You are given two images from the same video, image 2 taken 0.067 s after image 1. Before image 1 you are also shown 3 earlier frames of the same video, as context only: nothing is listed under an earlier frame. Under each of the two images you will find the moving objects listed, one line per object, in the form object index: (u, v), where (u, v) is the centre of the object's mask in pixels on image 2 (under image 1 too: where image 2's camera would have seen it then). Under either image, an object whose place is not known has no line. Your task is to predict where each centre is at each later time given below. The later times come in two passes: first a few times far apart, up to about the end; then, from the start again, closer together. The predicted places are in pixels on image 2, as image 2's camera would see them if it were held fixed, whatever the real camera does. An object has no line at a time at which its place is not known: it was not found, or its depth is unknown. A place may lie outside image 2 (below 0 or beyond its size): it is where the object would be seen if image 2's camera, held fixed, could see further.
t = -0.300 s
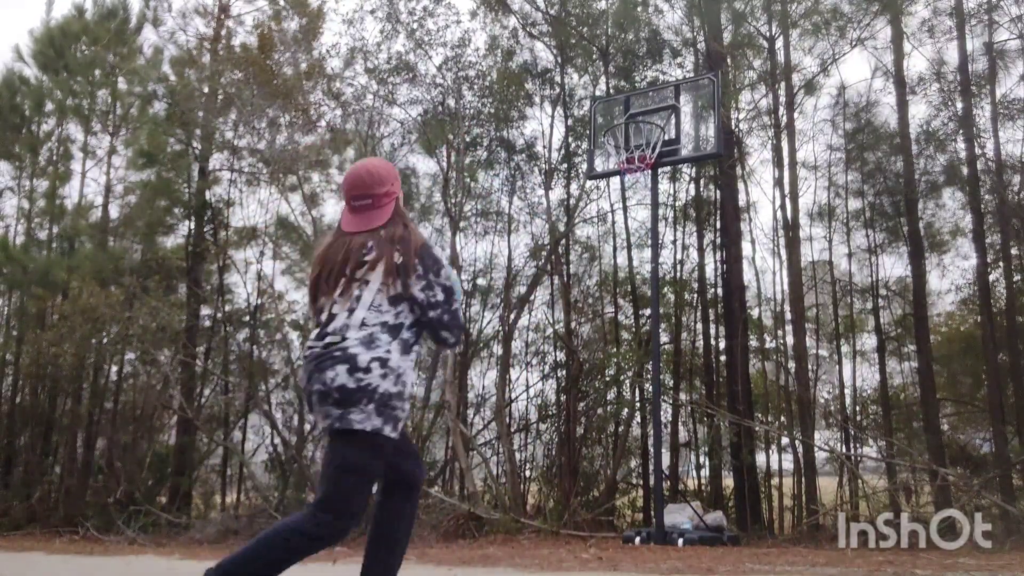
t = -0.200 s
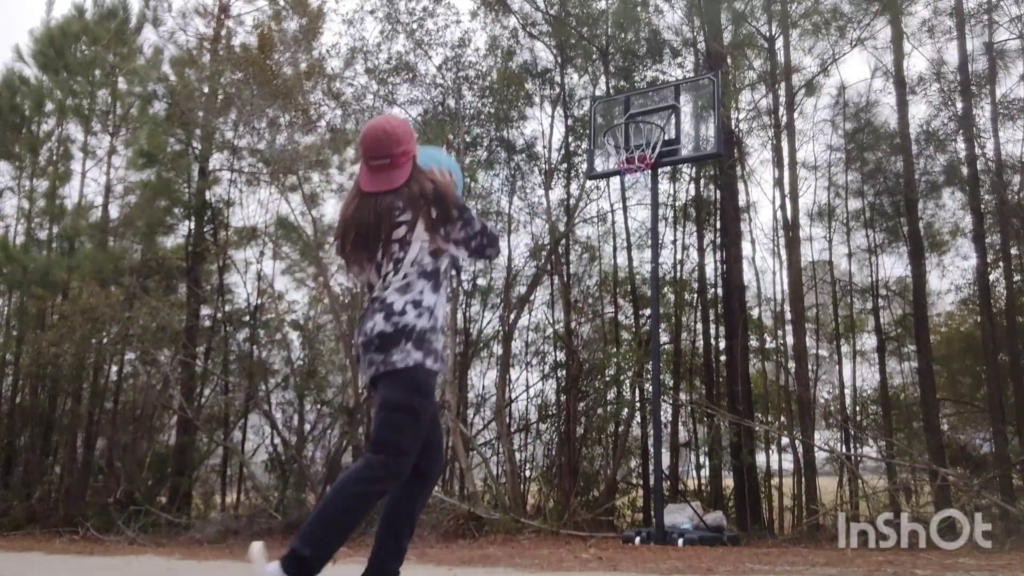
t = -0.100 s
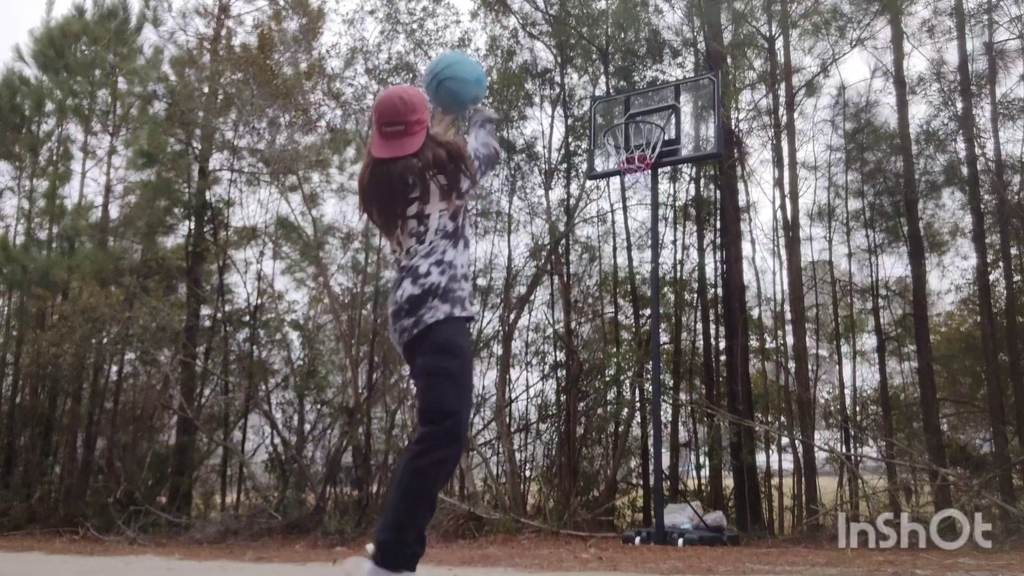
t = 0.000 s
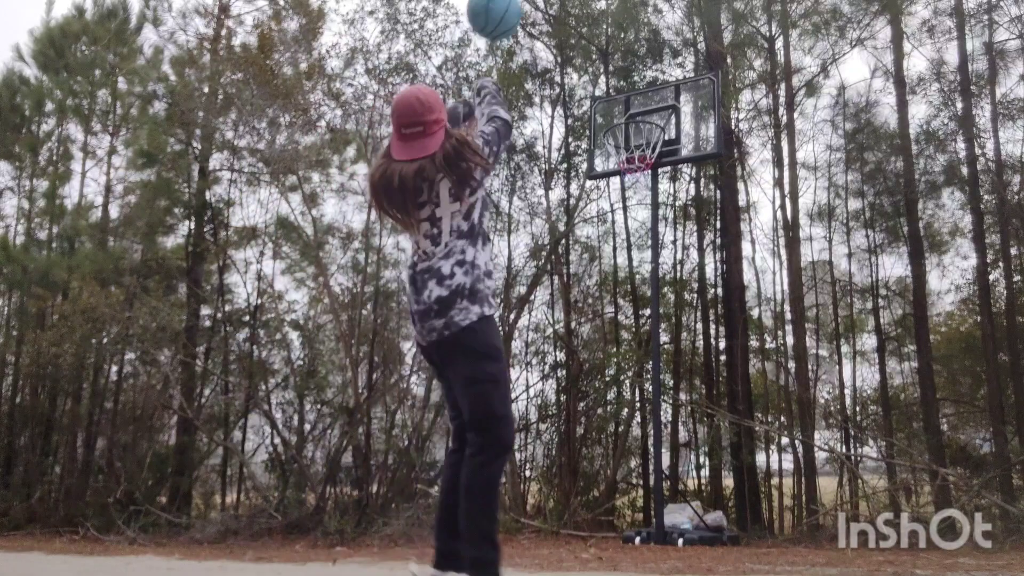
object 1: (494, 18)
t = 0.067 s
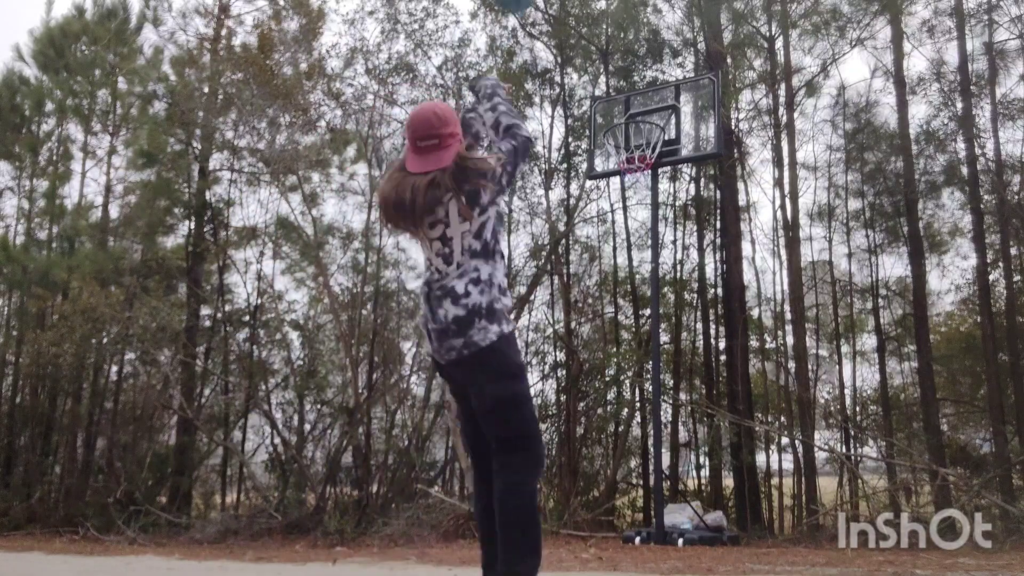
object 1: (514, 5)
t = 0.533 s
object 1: (614, 23)
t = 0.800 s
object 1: (637, 136)
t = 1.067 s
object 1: (663, 155)
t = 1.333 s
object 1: (662, 212)
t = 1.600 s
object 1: (682, 320)
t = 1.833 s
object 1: (711, 520)
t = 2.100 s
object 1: (705, 397)
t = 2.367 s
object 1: (704, 349)
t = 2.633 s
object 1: (712, 404)
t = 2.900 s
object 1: (727, 509)
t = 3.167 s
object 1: (732, 434)
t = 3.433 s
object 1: (749, 475)
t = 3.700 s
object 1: (769, 491)
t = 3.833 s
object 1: (780, 476)
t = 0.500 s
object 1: (609, 14)
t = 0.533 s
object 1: (614, 23)
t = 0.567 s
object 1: (620, 35)
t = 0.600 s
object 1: (624, 50)
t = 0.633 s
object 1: (630, 65)
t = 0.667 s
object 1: (635, 79)
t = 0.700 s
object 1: (640, 96)
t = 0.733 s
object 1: (644, 111)
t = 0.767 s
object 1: (647, 132)
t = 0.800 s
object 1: (637, 136)
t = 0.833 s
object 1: (626, 139)
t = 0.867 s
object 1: (627, 138)
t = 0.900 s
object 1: (633, 136)
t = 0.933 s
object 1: (636, 137)
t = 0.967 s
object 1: (642, 138)
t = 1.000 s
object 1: (651, 146)
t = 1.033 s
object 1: (658, 151)
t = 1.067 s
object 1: (663, 155)
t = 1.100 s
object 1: (664, 159)
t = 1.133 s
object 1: (664, 164)
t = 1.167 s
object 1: (663, 169)
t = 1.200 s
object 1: (662, 176)
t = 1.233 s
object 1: (662, 184)
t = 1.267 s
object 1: (661, 193)
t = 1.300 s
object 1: (661, 204)
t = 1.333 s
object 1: (662, 212)
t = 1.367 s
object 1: (664, 219)
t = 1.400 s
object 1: (666, 229)
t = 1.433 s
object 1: (669, 240)
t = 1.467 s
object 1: (671, 253)
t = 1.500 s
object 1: (674, 268)
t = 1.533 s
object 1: (676, 282)
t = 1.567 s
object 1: (679, 300)
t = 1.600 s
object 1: (682, 320)
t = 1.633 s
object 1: (686, 342)
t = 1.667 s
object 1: (689, 365)
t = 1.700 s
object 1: (693, 391)
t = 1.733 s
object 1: (697, 419)
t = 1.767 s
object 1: (702, 449)
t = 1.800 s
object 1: (707, 484)
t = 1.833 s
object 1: (711, 520)
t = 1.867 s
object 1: (712, 522)
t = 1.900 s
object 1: (710, 500)
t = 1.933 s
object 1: (709, 479)
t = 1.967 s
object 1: (709, 460)
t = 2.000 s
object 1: (708, 442)
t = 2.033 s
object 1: (706, 424)
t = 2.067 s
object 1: (705, 410)
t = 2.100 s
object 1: (705, 397)
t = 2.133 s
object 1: (704, 386)
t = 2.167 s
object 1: (703, 375)
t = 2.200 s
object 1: (704, 366)
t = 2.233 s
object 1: (703, 360)
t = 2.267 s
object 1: (704, 354)
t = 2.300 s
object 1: (704, 350)
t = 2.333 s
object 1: (704, 349)
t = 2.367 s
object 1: (704, 349)
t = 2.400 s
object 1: (705, 349)
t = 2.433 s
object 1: (706, 352)
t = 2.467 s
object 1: (706, 356)
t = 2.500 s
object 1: (707, 362)
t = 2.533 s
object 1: (709, 370)
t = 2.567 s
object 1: (710, 380)
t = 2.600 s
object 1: (711, 391)
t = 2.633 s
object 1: (712, 404)
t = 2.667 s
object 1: (714, 419)
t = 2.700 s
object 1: (716, 437)
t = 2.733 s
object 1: (718, 456)
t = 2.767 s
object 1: (720, 479)
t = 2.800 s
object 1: (723, 503)
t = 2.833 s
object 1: (725, 529)
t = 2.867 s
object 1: (726, 527)
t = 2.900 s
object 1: (727, 509)
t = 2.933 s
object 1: (726, 494)
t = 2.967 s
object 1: (727, 480)
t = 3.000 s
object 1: (727, 468)
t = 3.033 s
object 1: (728, 457)
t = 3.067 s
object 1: (729, 449)
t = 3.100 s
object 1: (730, 442)
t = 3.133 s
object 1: (731, 437)
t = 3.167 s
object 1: (732, 434)
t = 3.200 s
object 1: (734, 433)
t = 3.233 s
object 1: (736, 433)
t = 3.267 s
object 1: (737, 435)
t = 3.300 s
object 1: (739, 439)
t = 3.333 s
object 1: (741, 445)
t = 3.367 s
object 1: (743, 453)
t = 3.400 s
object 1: (746, 463)
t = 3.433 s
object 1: (749, 475)
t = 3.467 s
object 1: (752, 491)
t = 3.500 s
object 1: (755, 508)
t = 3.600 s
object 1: (763, 522)
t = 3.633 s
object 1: (765, 509)
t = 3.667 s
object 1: (767, 499)
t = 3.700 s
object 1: (769, 491)
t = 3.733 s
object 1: (772, 484)
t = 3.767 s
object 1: (774, 479)
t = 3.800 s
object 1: (777, 477)
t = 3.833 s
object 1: (780, 476)
